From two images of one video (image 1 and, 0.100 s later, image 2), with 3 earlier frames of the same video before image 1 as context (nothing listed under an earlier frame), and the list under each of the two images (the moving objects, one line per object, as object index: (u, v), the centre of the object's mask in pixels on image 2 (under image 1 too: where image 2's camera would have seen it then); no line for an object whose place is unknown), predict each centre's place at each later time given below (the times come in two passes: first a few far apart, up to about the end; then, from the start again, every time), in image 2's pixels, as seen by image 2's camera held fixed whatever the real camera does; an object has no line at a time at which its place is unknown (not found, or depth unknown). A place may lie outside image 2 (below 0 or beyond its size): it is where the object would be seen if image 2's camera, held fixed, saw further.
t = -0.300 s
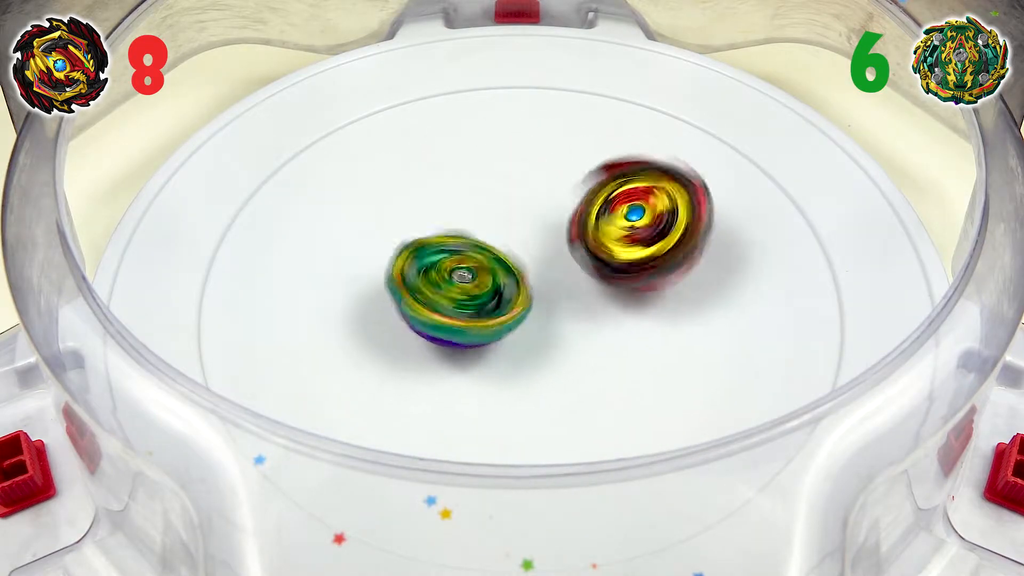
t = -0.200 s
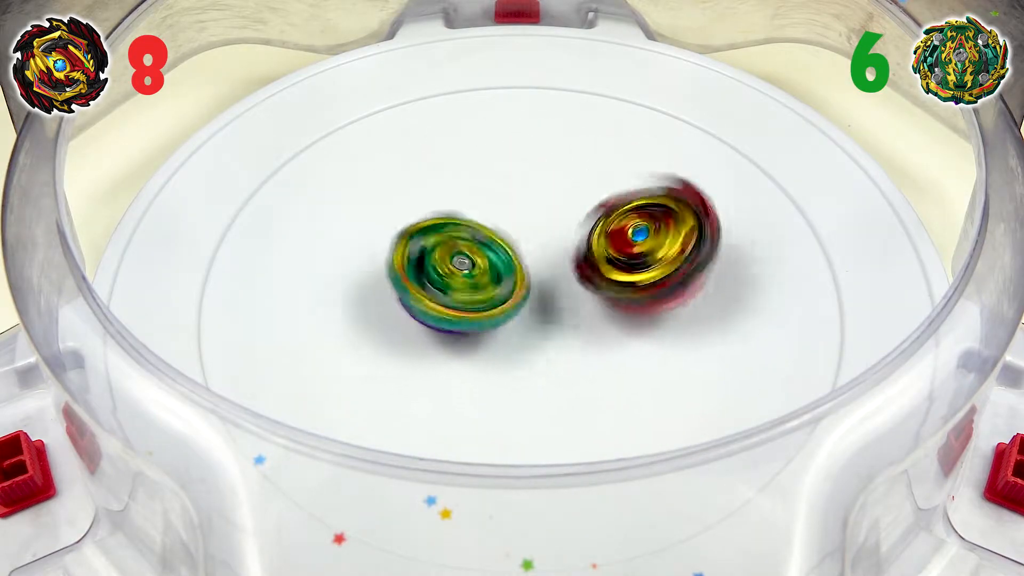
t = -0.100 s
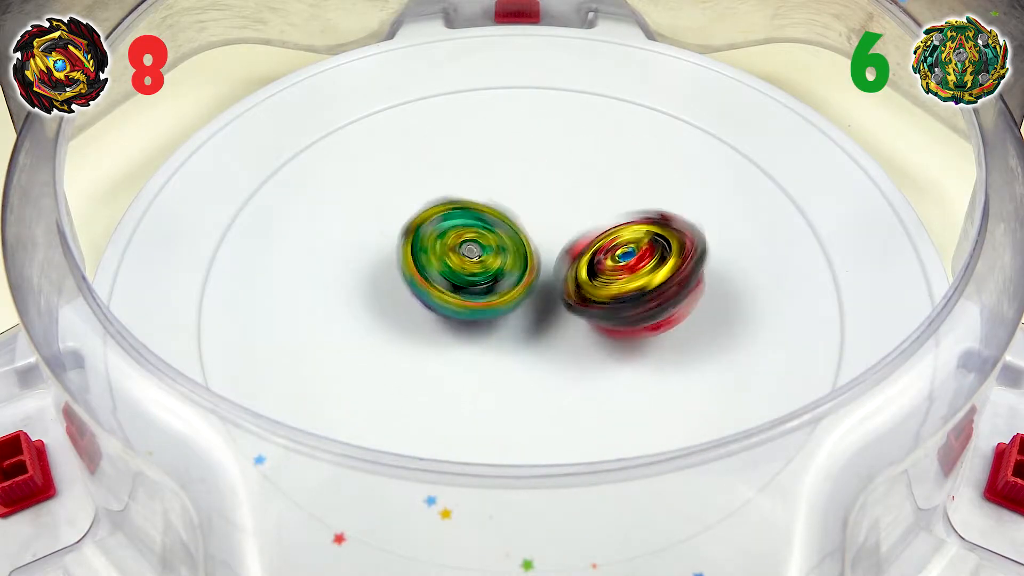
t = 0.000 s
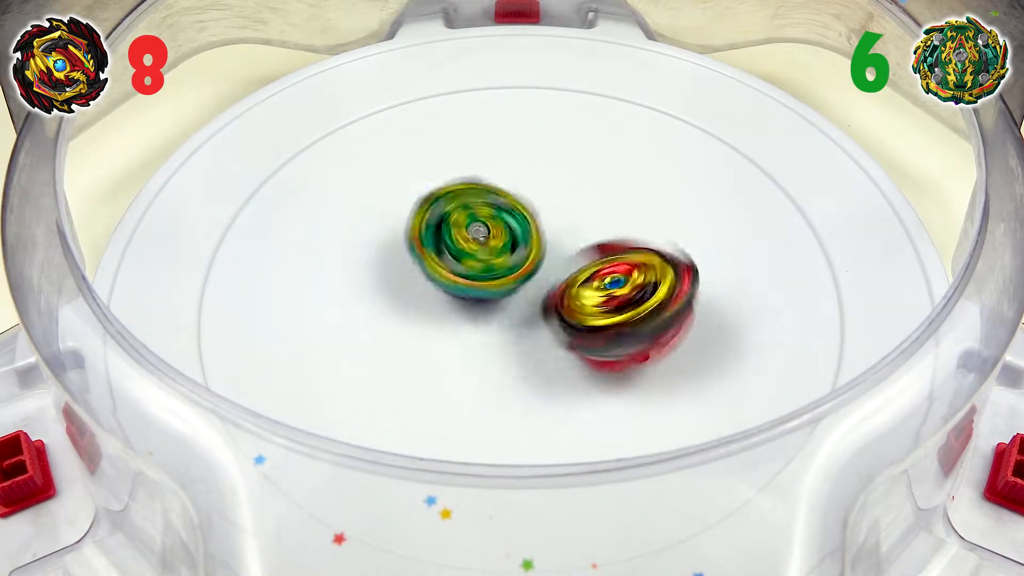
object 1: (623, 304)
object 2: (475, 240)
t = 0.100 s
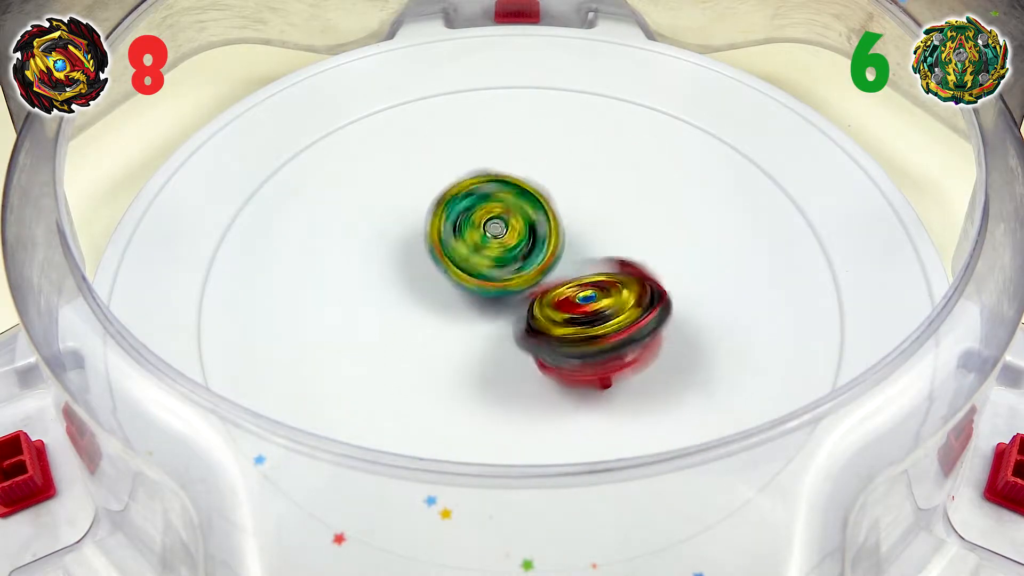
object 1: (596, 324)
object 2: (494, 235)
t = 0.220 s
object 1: (549, 341)
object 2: (518, 219)
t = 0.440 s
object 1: (440, 339)
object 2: (565, 220)
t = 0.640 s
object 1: (404, 289)
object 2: (569, 248)
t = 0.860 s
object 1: (374, 207)
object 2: (607, 299)
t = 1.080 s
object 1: (443, 195)
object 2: (579, 315)
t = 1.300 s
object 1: (498, 183)
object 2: (538, 323)
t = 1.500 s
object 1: (510, 201)
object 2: (543, 336)
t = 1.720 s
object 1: (474, 204)
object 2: (499, 343)
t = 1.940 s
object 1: (468, 193)
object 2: (514, 339)
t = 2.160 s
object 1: (485, 217)
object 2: (501, 333)
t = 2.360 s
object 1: (508, 207)
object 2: (472, 341)
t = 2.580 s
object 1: (514, 210)
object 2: (464, 336)
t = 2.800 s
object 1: (507, 220)
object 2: (455, 322)
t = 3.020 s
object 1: (504, 228)
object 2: (458, 324)
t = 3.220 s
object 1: (496, 232)
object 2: (460, 325)
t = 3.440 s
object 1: (492, 231)
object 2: (461, 325)
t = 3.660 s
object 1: (504, 224)
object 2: (452, 330)
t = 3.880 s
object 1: (553, 221)
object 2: (438, 335)
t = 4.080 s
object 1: (604, 203)
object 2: (439, 332)
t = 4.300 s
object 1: (626, 210)
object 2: (460, 332)
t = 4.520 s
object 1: (621, 227)
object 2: (478, 336)
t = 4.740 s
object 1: (598, 268)
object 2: (489, 341)
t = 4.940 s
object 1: (586, 286)
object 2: (470, 338)
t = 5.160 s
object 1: (584, 284)
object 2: (457, 333)
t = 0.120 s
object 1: (588, 328)
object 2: (496, 231)
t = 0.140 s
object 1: (582, 329)
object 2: (500, 229)
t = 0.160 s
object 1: (575, 334)
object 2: (504, 226)
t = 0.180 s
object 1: (568, 339)
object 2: (507, 222)
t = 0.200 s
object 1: (558, 341)
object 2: (512, 219)
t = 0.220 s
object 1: (549, 341)
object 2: (518, 219)
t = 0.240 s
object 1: (540, 342)
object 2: (521, 221)
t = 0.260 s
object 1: (532, 341)
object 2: (522, 222)
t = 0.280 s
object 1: (524, 340)
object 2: (523, 222)
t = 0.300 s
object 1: (517, 338)
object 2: (525, 221)
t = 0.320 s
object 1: (509, 337)
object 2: (530, 221)
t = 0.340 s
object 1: (502, 334)
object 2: (534, 222)
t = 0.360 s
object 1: (493, 333)
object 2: (539, 224)
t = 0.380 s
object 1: (476, 337)
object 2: (547, 218)
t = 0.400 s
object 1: (461, 341)
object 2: (555, 218)
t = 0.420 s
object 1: (450, 341)
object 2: (561, 218)
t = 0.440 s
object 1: (440, 339)
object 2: (565, 220)
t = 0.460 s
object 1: (433, 335)
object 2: (568, 223)
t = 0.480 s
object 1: (427, 332)
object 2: (568, 226)
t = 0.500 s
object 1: (421, 326)
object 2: (569, 228)
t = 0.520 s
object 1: (416, 322)
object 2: (571, 229)
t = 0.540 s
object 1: (412, 316)
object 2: (572, 230)
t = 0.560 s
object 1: (409, 311)
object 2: (573, 233)
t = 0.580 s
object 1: (407, 305)
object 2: (575, 236)
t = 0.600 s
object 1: (405, 300)
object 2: (574, 239)
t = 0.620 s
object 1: (404, 294)
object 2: (572, 244)
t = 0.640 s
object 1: (404, 289)
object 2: (569, 248)
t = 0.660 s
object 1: (405, 283)
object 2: (567, 251)
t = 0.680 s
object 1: (408, 278)
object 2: (564, 253)
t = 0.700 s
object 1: (408, 271)
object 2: (563, 256)
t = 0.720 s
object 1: (406, 266)
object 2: (567, 256)
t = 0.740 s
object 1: (406, 259)
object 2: (567, 259)
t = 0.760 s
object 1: (408, 253)
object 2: (568, 263)
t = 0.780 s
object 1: (395, 242)
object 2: (585, 271)
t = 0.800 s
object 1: (384, 230)
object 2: (598, 278)
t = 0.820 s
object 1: (376, 220)
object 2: (606, 284)
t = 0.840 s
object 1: (374, 212)
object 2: (610, 292)
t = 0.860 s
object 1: (374, 207)
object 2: (607, 299)
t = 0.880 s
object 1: (378, 204)
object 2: (603, 304)
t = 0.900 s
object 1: (383, 200)
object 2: (600, 306)
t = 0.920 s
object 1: (389, 196)
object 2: (601, 306)
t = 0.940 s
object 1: (395, 194)
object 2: (601, 308)
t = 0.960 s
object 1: (400, 191)
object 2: (599, 311)
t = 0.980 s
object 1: (405, 190)
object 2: (597, 314)
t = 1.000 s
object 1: (412, 191)
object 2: (595, 315)
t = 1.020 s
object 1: (418, 190)
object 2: (591, 315)
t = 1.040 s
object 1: (426, 192)
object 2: (588, 316)
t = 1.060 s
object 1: (434, 193)
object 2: (584, 316)
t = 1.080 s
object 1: (443, 195)
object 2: (579, 315)
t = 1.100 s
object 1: (452, 196)
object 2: (576, 313)
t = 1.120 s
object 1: (460, 199)
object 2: (571, 311)
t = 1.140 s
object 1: (467, 203)
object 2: (565, 308)
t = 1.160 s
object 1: (472, 200)
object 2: (565, 309)
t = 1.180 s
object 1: (470, 193)
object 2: (571, 315)
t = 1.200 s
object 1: (473, 187)
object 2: (573, 320)
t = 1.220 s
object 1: (478, 180)
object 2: (570, 325)
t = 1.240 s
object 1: (481, 179)
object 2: (563, 330)
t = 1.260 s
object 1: (486, 178)
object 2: (553, 330)
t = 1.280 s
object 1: (492, 179)
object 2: (543, 327)
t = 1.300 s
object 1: (498, 183)
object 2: (538, 323)
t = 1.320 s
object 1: (502, 186)
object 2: (538, 317)
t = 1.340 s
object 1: (503, 191)
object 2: (540, 315)
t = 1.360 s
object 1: (503, 197)
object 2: (543, 313)
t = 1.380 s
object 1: (502, 203)
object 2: (546, 312)
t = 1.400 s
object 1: (502, 202)
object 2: (548, 323)
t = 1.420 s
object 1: (506, 196)
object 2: (549, 328)
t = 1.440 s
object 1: (505, 194)
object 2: (550, 330)
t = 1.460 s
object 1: (506, 195)
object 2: (548, 333)
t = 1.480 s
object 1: (507, 198)
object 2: (546, 334)
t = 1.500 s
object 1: (510, 201)
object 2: (543, 336)
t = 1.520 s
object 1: (506, 204)
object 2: (538, 338)
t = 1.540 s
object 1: (503, 208)
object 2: (533, 339)
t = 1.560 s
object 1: (499, 212)
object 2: (528, 339)
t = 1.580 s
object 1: (496, 213)
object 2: (523, 339)
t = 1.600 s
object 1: (490, 217)
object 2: (517, 338)
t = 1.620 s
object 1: (486, 219)
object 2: (511, 337)
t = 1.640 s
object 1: (482, 221)
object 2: (507, 335)
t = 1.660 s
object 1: (483, 220)
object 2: (505, 339)
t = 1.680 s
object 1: (479, 209)
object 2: (501, 343)
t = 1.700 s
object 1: (475, 205)
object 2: (499, 343)
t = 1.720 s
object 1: (474, 204)
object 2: (499, 343)
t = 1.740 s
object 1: (474, 201)
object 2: (500, 344)
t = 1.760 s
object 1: (473, 200)
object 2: (502, 347)
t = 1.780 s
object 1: (472, 199)
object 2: (506, 351)
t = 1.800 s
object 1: (473, 198)
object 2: (510, 352)
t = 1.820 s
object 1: (469, 198)
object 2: (512, 351)
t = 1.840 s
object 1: (466, 198)
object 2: (513, 349)
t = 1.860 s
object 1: (467, 198)
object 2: (512, 346)
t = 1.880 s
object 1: (465, 195)
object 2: (512, 345)
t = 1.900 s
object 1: (463, 195)
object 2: (513, 342)
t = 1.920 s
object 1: (466, 195)
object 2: (514, 341)
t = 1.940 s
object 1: (468, 193)
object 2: (514, 339)
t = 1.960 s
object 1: (468, 194)
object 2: (514, 337)
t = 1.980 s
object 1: (470, 195)
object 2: (512, 337)
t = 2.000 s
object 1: (475, 197)
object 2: (510, 336)
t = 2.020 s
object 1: (475, 197)
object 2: (508, 337)
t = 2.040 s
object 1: (477, 199)
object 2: (507, 336)
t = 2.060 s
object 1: (480, 203)
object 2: (505, 337)
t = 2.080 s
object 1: (482, 203)
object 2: (504, 337)
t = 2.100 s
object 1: (483, 207)
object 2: (504, 337)
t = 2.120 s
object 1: (484, 211)
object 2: (503, 335)
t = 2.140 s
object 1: (486, 212)
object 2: (502, 334)
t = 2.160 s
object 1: (485, 217)
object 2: (501, 333)
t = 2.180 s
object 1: (490, 216)
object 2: (493, 333)
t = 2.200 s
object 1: (493, 215)
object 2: (489, 335)
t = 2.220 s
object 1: (497, 215)
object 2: (485, 335)
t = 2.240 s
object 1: (498, 218)
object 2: (482, 334)
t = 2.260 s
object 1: (500, 218)
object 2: (479, 333)
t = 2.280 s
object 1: (503, 217)
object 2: (476, 334)
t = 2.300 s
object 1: (504, 215)
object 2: (475, 336)
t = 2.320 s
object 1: (503, 209)
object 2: (473, 338)
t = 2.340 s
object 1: (506, 207)
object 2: (473, 340)
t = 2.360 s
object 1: (508, 207)
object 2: (472, 341)
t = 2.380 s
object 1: (507, 205)
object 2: (472, 341)
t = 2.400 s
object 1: (508, 205)
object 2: (471, 341)
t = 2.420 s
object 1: (511, 204)
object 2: (471, 341)
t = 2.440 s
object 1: (510, 205)
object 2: (470, 341)
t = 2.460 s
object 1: (511, 204)
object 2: (470, 342)
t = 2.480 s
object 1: (514, 205)
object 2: (468, 342)
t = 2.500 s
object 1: (516, 206)
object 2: (467, 341)
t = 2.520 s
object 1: (513, 206)
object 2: (466, 342)
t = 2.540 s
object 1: (515, 207)
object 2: (466, 341)
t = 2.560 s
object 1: (517, 209)
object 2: (465, 338)
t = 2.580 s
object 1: (514, 210)
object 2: (464, 336)
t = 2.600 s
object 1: (514, 211)
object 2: (462, 333)
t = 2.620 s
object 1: (515, 211)
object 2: (461, 331)
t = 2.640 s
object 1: (513, 214)
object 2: (460, 329)
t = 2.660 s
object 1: (511, 214)
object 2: (459, 328)
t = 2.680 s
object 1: (512, 214)
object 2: (458, 326)
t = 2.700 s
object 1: (510, 217)
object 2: (458, 325)
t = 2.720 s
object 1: (508, 216)
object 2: (457, 324)
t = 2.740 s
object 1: (508, 217)
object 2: (456, 323)
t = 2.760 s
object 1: (509, 218)
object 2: (456, 323)
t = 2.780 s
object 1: (506, 220)
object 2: (456, 322)
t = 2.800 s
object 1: (507, 220)
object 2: (455, 322)
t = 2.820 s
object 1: (508, 221)
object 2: (455, 322)
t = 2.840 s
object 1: (505, 222)
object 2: (455, 322)
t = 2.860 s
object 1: (505, 221)
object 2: (455, 322)
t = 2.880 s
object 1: (506, 222)
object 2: (455, 322)
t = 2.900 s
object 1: (505, 223)
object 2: (455, 322)
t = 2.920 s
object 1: (504, 224)
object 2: (456, 322)
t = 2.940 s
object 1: (504, 225)
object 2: (456, 322)
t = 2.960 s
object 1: (505, 226)
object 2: (456, 323)
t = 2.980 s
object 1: (501, 226)
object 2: (457, 323)
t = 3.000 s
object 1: (503, 227)
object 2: (458, 323)
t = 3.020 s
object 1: (504, 228)
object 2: (458, 324)
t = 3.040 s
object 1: (501, 229)
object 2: (459, 324)
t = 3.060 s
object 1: (500, 229)
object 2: (460, 324)
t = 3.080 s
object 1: (500, 230)
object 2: (460, 324)
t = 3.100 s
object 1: (500, 230)
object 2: (460, 324)
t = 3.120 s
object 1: (497, 230)
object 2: (460, 325)
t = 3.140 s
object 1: (498, 230)
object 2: (460, 324)
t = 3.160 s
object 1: (499, 231)
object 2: (459, 324)
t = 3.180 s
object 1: (496, 232)
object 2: (460, 324)
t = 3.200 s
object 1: (496, 231)
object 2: (460, 324)
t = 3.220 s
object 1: (496, 232)
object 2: (460, 325)
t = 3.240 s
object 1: (495, 233)
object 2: (460, 325)
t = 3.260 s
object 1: (493, 231)
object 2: (461, 325)
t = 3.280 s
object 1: (493, 232)
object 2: (461, 325)
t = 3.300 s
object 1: (494, 233)
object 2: (461, 325)
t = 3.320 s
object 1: (490, 233)
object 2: (461, 325)
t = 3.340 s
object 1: (490, 231)
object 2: (460, 325)
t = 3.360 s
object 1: (492, 231)
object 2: (460, 325)
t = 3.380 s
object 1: (491, 232)
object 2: (460, 325)
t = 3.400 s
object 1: (489, 230)
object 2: (460, 325)
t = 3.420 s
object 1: (490, 229)
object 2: (461, 325)
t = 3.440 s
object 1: (492, 231)
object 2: (461, 325)
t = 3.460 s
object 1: (489, 230)
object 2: (461, 326)
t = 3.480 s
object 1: (489, 230)
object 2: (461, 326)
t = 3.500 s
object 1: (491, 229)
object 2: (461, 326)
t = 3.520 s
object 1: (490, 230)
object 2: (461, 325)
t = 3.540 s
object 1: (489, 229)
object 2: (460, 326)
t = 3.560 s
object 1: (490, 229)
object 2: (461, 326)
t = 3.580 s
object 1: (493, 230)
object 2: (461, 326)
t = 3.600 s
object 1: (492, 229)
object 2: (459, 326)
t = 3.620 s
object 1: (494, 227)
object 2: (457, 326)
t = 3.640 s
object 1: (499, 225)
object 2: (454, 328)
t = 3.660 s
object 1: (504, 224)
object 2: (452, 330)
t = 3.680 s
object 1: (506, 221)
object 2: (450, 330)
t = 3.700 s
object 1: (510, 220)
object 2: (449, 331)
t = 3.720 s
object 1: (515, 219)
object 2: (448, 330)
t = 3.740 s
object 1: (520, 221)
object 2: (448, 330)
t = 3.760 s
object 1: (521, 221)
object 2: (449, 330)
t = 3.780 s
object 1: (524, 221)
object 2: (449, 330)
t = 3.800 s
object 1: (528, 223)
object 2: (448, 331)
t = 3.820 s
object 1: (536, 222)
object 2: (445, 331)
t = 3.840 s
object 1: (541, 221)
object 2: (442, 332)
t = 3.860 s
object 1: (546, 220)
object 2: (439, 334)
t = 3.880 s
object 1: (553, 221)
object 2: (438, 335)
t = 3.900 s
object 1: (559, 216)
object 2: (437, 336)
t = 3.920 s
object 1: (565, 211)
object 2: (436, 337)
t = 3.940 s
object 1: (570, 206)
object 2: (436, 337)
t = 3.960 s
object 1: (576, 203)
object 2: (436, 337)
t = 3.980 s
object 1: (583, 202)
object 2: (436, 337)
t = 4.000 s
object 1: (589, 204)
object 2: (436, 336)
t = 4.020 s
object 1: (593, 207)
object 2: (437, 335)
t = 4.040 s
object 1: (596, 208)
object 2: (437, 334)
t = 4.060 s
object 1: (600, 206)
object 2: (438, 333)
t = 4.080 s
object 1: (604, 203)
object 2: (439, 332)
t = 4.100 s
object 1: (608, 201)
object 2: (440, 332)
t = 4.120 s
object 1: (611, 201)
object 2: (442, 332)
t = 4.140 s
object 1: (613, 202)
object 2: (443, 332)
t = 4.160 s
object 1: (616, 203)
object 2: (445, 332)
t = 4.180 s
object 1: (617, 202)
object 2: (447, 332)
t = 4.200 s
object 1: (619, 201)
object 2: (449, 332)
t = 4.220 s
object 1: (621, 200)
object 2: (451, 331)
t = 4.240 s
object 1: (622, 201)
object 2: (453, 332)
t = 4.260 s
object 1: (624, 202)
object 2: (455, 332)
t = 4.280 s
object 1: (625, 206)
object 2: (458, 332)
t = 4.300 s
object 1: (626, 210)
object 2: (460, 332)
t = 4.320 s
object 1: (626, 211)
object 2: (462, 332)
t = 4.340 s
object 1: (625, 213)
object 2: (464, 332)
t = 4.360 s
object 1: (625, 214)
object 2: (466, 332)
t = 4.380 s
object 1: (625, 216)
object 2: (468, 332)
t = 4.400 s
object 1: (625, 218)
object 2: (469, 333)
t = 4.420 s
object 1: (624, 221)
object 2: (471, 333)
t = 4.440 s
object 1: (622, 224)
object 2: (472, 334)
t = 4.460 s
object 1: (621, 225)
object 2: (474, 334)
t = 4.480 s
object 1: (620, 225)
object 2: (476, 334)
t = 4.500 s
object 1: (621, 224)
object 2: (477, 335)
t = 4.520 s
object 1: (621, 227)
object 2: (478, 336)
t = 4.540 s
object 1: (619, 231)
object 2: (479, 336)
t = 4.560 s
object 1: (616, 237)
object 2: (481, 338)
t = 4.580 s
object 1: (614, 241)
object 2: (482, 339)
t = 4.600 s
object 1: (612, 244)
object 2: (484, 339)
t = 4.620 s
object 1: (611, 247)
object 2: (485, 340)
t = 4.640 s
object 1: (610, 249)
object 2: (486, 340)
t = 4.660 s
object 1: (609, 253)
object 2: (487, 341)
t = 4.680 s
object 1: (606, 257)
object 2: (488, 341)
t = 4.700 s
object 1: (603, 263)
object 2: (488, 341)
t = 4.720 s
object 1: (600, 266)
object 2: (489, 341)
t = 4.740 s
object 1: (598, 268)
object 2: (489, 341)
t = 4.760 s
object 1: (595, 270)
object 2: (489, 341)
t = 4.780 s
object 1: (593, 273)
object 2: (488, 341)
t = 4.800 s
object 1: (591, 275)
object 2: (488, 341)
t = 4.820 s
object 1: (590, 277)
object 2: (484, 341)
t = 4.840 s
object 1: (591, 279)
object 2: (481, 342)
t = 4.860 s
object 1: (591, 282)
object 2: (478, 341)
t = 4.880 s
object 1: (589, 285)
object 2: (475, 341)
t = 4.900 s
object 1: (587, 286)
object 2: (474, 340)
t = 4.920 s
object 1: (586, 287)
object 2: (472, 339)
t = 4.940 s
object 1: (586, 286)
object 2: (470, 338)
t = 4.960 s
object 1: (588, 286)
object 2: (468, 338)
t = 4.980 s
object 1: (589, 286)
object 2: (467, 337)
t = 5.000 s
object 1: (588, 287)
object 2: (466, 337)
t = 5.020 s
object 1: (588, 286)
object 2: (464, 336)
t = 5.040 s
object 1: (588, 286)
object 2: (463, 335)
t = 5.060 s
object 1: (588, 285)
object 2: (462, 334)
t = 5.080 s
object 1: (588, 285)
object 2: (461, 334)
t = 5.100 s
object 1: (588, 285)
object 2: (460, 334)
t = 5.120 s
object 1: (587, 284)
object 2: (459, 333)
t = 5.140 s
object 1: (586, 285)
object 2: (458, 333)
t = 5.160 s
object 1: (584, 284)
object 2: (457, 333)
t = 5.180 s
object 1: (581, 284)
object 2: (457, 334)
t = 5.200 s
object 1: (579, 284)
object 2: (456, 334)
